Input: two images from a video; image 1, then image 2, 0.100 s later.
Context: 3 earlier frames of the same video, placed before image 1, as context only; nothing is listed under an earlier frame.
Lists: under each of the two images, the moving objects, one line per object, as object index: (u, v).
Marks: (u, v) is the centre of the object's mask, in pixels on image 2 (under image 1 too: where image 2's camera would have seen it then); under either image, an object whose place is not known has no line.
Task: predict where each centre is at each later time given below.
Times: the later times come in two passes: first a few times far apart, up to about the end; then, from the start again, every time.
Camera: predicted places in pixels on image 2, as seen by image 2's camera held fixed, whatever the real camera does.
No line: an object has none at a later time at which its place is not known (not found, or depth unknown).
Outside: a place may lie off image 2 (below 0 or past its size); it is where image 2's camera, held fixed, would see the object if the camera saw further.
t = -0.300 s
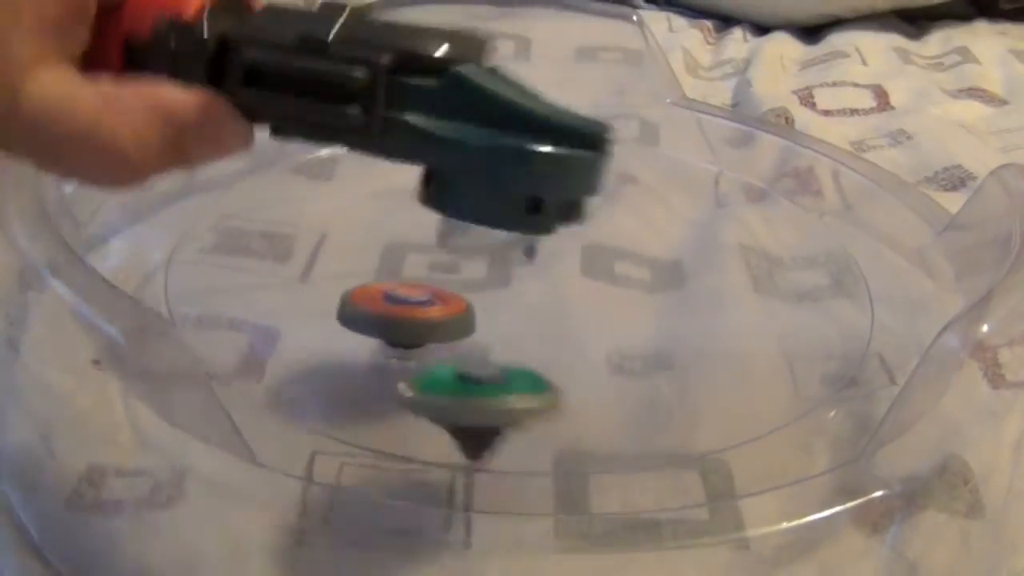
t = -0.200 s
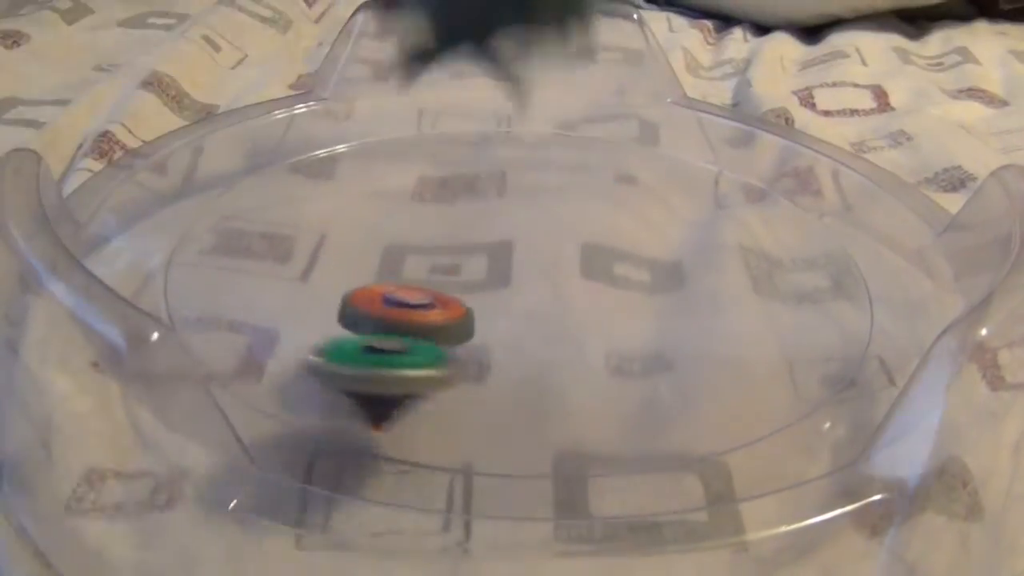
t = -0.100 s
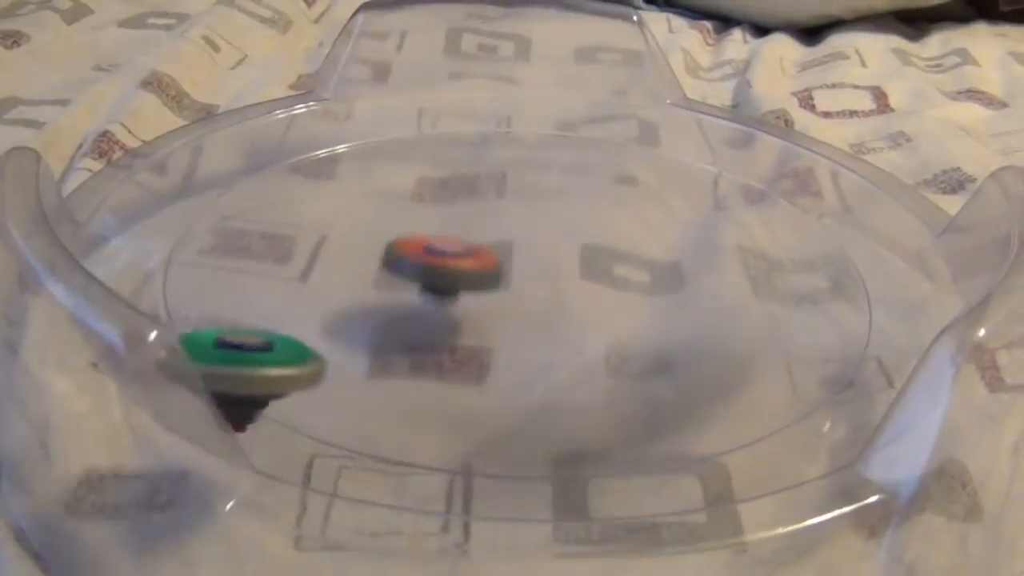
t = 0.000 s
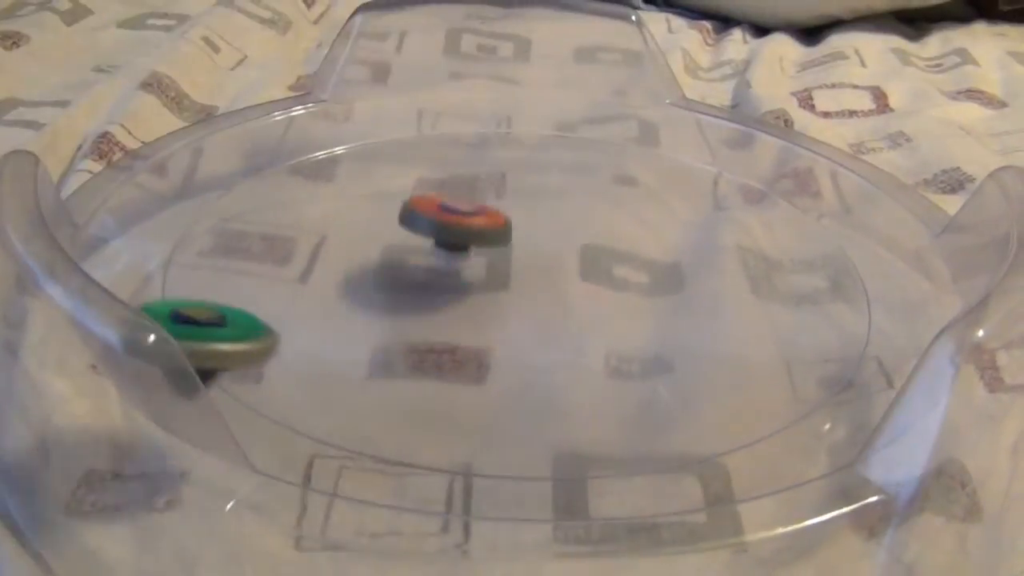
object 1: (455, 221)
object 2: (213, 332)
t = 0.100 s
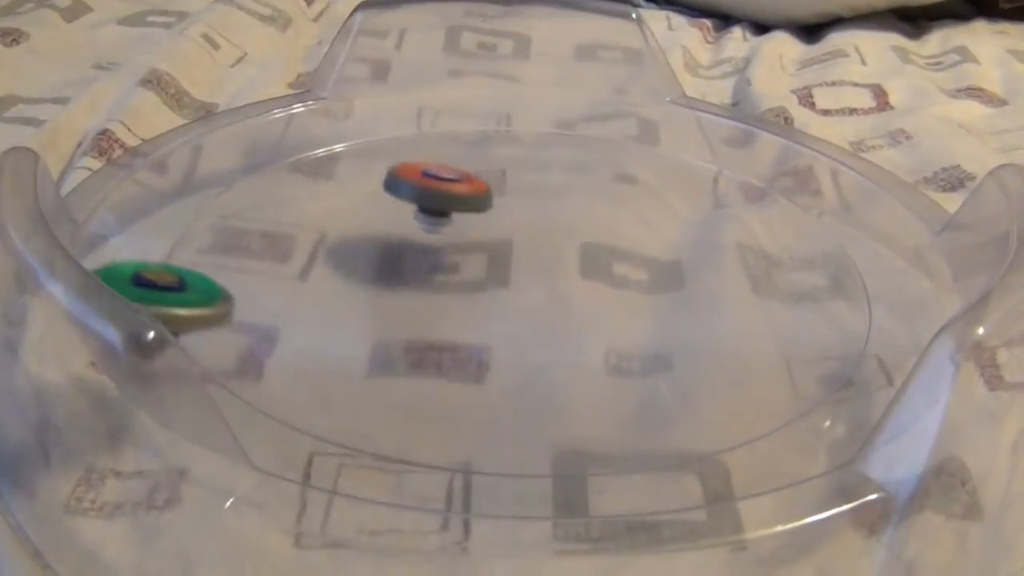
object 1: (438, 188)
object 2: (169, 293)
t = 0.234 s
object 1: (383, 179)
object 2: (142, 264)
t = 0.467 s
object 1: (273, 216)
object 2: (129, 237)
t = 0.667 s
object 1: (279, 249)
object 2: (141, 225)
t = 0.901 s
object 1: (342, 277)
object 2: (205, 241)
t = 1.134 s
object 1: (517, 279)
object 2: (268, 248)
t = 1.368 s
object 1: (524, 229)
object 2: (401, 240)
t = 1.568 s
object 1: (560, 211)
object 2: (393, 193)
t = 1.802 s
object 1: (545, 209)
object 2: (408, 184)
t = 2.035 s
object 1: (605, 228)
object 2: (390, 184)
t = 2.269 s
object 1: (622, 241)
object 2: (467, 232)
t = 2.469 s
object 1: (672, 242)
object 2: (517, 231)
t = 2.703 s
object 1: (665, 240)
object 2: (545, 221)
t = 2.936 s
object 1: (738, 273)
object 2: (446, 214)
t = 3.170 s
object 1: (711, 287)
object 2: (521, 298)
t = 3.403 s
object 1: (860, 217)
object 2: (230, 299)
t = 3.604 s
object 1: (570, 248)
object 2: (631, 408)
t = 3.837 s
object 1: (302, 317)
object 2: (777, 234)
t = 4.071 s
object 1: (382, 417)
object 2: (296, 156)
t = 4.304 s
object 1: (561, 428)
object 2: (244, 355)
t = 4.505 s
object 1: (914, 275)
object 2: (185, 284)
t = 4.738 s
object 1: (728, 301)
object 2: (136, 180)
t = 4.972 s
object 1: (240, 175)
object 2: (157, 210)
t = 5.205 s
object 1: (166, 216)
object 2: (279, 274)
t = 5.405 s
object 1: (281, 268)
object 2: (592, 298)
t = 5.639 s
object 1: (520, 298)
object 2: (584, 109)
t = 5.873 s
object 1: (566, 248)
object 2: (372, 110)
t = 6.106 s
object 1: (411, 201)
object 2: (358, 262)
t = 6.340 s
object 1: (248, 189)
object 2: (780, 303)
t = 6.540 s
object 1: (213, 194)
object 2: (773, 177)
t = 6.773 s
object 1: (268, 213)
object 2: (596, 183)
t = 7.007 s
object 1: (360, 237)
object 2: (473, 284)
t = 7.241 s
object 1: (422, 222)
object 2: (707, 378)
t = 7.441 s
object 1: (479, 213)
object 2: (790, 350)
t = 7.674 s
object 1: (535, 206)
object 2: (722, 317)
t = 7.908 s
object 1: (582, 211)
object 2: (593, 302)
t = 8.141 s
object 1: (604, 230)
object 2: (473, 305)
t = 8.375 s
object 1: (622, 251)
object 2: (418, 315)
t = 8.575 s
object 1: (636, 273)
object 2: (425, 316)
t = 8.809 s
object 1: (646, 306)
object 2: (431, 305)
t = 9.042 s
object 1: (634, 333)
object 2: (434, 286)
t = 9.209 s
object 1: (622, 344)
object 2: (442, 274)
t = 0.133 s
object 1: (427, 182)
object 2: (161, 285)
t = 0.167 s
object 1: (414, 179)
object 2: (153, 277)
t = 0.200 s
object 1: (399, 178)
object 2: (146, 270)
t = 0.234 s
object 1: (383, 179)
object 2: (142, 264)
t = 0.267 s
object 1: (364, 182)
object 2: (137, 257)
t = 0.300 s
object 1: (343, 187)
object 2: (135, 253)
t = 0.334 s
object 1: (322, 194)
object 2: (132, 249)
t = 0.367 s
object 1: (305, 200)
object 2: (130, 246)
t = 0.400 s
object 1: (291, 206)
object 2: (130, 242)
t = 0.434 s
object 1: (280, 210)
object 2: (129, 240)
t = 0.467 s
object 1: (273, 216)
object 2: (129, 237)
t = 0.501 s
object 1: (268, 221)
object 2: (129, 234)
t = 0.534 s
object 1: (265, 226)
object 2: (129, 232)
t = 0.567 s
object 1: (265, 231)
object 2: (130, 230)
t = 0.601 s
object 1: (268, 238)
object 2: (133, 228)
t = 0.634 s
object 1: (273, 243)
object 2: (136, 226)
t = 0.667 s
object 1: (279, 249)
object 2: (141, 225)
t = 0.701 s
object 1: (288, 255)
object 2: (146, 224)
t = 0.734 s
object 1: (297, 260)
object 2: (151, 223)
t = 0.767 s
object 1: (307, 265)
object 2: (157, 222)
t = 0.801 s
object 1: (316, 269)
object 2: (164, 222)
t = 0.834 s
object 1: (325, 273)
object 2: (172, 224)
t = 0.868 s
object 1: (334, 275)
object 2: (187, 234)
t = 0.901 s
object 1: (342, 277)
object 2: (205, 241)
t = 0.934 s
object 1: (365, 280)
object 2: (207, 242)
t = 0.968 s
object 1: (405, 287)
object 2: (206, 240)
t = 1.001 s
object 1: (437, 289)
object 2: (212, 239)
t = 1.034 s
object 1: (467, 290)
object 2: (223, 240)
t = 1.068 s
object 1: (488, 288)
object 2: (236, 241)
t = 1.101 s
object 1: (506, 285)
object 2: (251, 244)
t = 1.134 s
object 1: (517, 279)
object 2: (268, 248)
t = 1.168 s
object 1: (524, 273)
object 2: (288, 252)
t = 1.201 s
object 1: (527, 265)
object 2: (309, 255)
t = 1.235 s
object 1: (530, 258)
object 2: (331, 256)
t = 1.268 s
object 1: (530, 250)
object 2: (352, 256)
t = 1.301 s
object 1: (529, 242)
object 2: (371, 253)
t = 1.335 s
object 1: (527, 235)
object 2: (387, 248)
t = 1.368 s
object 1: (524, 229)
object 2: (401, 240)
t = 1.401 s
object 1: (524, 222)
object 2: (409, 232)
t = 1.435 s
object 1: (528, 217)
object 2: (412, 223)
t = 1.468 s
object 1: (536, 214)
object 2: (409, 212)
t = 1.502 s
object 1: (549, 212)
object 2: (401, 204)
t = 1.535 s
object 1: (556, 211)
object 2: (397, 198)
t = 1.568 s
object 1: (560, 211)
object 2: (393, 193)
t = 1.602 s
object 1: (561, 211)
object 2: (392, 191)
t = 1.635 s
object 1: (561, 211)
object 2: (393, 189)
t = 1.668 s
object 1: (559, 210)
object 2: (394, 187)
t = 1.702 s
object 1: (556, 210)
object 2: (397, 186)
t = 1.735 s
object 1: (552, 209)
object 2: (400, 185)
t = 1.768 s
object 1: (548, 209)
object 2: (404, 184)
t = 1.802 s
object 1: (545, 209)
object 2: (408, 184)
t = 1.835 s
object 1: (541, 208)
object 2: (413, 185)
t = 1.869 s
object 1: (538, 208)
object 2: (419, 186)
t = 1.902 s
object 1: (538, 209)
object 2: (423, 187)
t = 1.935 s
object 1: (561, 213)
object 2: (406, 181)
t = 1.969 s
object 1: (580, 219)
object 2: (395, 179)
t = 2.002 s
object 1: (595, 224)
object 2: (391, 180)
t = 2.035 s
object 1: (605, 228)
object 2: (390, 184)
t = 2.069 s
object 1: (612, 232)
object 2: (392, 190)
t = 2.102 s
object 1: (615, 235)
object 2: (398, 198)
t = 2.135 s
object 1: (618, 237)
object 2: (406, 206)
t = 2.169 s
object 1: (620, 239)
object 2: (418, 213)
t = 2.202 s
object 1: (621, 240)
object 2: (433, 221)
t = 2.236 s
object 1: (622, 241)
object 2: (450, 227)
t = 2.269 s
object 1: (622, 241)
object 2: (467, 232)
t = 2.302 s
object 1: (624, 242)
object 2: (486, 236)
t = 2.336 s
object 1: (626, 242)
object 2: (504, 238)
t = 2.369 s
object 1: (645, 243)
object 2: (503, 235)
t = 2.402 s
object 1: (659, 243)
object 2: (505, 234)
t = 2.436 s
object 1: (667, 243)
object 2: (510, 233)
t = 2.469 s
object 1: (672, 242)
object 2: (517, 231)
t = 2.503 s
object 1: (676, 241)
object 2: (525, 229)
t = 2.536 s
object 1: (677, 240)
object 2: (531, 228)
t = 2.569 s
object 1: (677, 240)
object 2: (535, 226)
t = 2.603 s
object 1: (675, 239)
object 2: (539, 225)
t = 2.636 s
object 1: (672, 239)
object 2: (542, 223)
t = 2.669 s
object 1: (669, 239)
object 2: (543, 222)
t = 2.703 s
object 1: (665, 240)
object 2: (545, 221)
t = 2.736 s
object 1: (661, 241)
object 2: (546, 220)
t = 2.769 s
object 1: (659, 243)
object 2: (546, 220)
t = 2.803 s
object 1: (687, 250)
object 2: (513, 208)
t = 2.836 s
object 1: (711, 259)
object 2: (487, 201)
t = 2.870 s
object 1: (726, 265)
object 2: (467, 200)
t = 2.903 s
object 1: (734, 270)
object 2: (455, 205)
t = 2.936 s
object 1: (738, 273)
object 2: (446, 214)
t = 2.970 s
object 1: (739, 276)
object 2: (442, 226)
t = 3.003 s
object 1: (737, 278)
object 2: (442, 239)
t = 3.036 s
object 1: (734, 280)
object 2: (447, 252)
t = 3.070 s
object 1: (730, 282)
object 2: (457, 266)
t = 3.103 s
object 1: (724, 283)
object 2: (473, 278)
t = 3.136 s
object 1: (718, 285)
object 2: (496, 290)
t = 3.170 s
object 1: (711, 287)
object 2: (521, 298)
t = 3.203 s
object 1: (704, 289)
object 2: (550, 304)
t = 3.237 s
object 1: (732, 281)
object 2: (535, 303)
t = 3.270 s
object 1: (840, 264)
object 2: (437, 299)
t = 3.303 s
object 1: (917, 228)
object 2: (357, 291)
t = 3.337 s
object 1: (904, 197)
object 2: (299, 284)
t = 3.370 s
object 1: (884, 194)
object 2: (257, 287)
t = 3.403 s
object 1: (860, 217)
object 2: (230, 299)
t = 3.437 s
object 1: (810, 229)
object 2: (231, 319)
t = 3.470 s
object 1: (759, 229)
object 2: (270, 346)
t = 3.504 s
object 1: (710, 233)
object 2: (330, 374)
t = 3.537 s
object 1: (660, 237)
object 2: (426, 400)
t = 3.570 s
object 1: (613, 242)
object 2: (531, 411)
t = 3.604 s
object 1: (570, 248)
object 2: (631, 408)
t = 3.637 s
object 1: (527, 253)
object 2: (716, 391)
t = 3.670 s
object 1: (487, 260)
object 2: (779, 368)
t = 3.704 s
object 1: (447, 269)
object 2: (820, 344)
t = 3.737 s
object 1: (407, 279)
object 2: (837, 317)
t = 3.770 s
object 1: (368, 291)
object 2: (835, 289)
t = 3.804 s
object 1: (334, 303)
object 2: (814, 262)
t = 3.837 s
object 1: (302, 317)
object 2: (777, 234)
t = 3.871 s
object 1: (278, 331)
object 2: (724, 209)
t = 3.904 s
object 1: (265, 346)
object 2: (662, 188)
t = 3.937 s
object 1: (275, 352)
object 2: (592, 171)
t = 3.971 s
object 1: (291, 372)
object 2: (519, 159)
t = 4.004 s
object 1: (317, 386)
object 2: (445, 155)
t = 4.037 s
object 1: (346, 402)
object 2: (373, 150)
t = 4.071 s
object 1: (382, 417)
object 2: (296, 156)
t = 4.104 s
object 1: (420, 433)
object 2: (229, 167)
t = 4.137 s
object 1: (453, 440)
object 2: (190, 186)
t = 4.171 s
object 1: (486, 441)
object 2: (156, 223)
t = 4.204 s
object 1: (512, 440)
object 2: (141, 253)
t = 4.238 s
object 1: (532, 437)
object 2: (175, 290)
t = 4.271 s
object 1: (549, 433)
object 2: (213, 326)
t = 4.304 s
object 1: (561, 428)
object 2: (244, 355)
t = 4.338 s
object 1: (569, 424)
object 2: (287, 379)
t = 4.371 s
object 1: (573, 419)
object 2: (349, 395)
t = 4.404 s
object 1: (633, 414)
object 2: (367, 393)
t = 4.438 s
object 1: (824, 393)
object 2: (256, 367)
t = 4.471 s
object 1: (877, 321)
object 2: (222, 319)
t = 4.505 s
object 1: (914, 275)
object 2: (185, 284)
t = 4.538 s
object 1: (937, 256)
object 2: (161, 254)
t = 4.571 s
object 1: (939, 256)
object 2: (152, 228)
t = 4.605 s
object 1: (925, 281)
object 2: (146, 207)
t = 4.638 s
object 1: (884, 303)
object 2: (145, 194)
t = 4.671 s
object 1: (834, 314)
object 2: (143, 183)
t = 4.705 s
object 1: (784, 308)
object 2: (140, 182)
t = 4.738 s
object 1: (728, 301)
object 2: (136, 180)
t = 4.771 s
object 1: (663, 289)
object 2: (133, 182)
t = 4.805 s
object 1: (597, 276)
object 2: (129, 184)
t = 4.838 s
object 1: (520, 260)
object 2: (129, 188)
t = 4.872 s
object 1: (449, 242)
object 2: (133, 193)
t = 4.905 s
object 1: (372, 221)
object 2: (141, 199)
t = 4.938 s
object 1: (304, 197)
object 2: (148, 204)
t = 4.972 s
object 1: (240, 175)
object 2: (157, 210)
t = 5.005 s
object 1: (184, 152)
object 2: (167, 218)
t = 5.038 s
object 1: (139, 144)
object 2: (179, 223)
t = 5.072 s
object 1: (120, 155)
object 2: (196, 241)
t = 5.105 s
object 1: (127, 170)
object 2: (214, 249)
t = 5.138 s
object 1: (138, 182)
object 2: (232, 257)
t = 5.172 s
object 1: (151, 199)
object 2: (254, 266)
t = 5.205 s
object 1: (166, 216)
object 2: (279, 274)
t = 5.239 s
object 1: (177, 221)
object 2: (322, 290)
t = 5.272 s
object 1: (184, 235)
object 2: (376, 308)
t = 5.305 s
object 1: (204, 242)
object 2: (436, 318)
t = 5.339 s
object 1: (226, 249)
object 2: (494, 321)
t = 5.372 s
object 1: (252, 258)
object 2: (547, 314)
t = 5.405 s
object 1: (281, 268)
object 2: (592, 298)
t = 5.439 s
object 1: (316, 279)
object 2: (627, 275)
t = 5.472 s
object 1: (352, 288)
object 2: (648, 247)
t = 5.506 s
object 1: (389, 294)
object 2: (657, 217)
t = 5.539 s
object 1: (426, 298)
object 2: (652, 186)
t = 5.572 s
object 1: (461, 300)
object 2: (636, 157)
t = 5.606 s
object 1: (492, 300)
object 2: (612, 131)
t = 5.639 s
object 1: (520, 298)
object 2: (584, 109)
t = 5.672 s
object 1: (544, 294)
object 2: (546, 94)
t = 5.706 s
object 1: (562, 288)
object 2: (505, 92)
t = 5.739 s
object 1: (573, 281)
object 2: (469, 90)
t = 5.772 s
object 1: (580, 273)
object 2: (439, 90)
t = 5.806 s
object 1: (581, 265)
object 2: (413, 93)
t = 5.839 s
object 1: (576, 257)
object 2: (394, 98)
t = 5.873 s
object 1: (566, 248)
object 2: (372, 110)
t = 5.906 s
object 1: (552, 241)
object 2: (354, 124)
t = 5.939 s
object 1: (534, 233)
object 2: (340, 138)
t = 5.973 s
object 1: (513, 226)
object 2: (332, 154)
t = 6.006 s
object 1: (489, 219)
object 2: (328, 174)
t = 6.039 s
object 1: (463, 212)
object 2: (327, 200)
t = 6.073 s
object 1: (438, 206)
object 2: (336, 231)
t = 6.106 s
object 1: (411, 201)
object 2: (358, 262)
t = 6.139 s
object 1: (385, 196)
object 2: (393, 291)
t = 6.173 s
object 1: (358, 192)
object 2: (447, 316)
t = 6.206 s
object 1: (333, 190)
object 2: (510, 334)
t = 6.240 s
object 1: (309, 187)
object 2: (583, 342)
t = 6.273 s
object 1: (287, 187)
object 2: (655, 338)
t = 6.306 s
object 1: (267, 188)
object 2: (724, 324)
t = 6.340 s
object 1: (248, 189)
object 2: (780, 303)
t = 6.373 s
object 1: (231, 190)
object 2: (821, 278)
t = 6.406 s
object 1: (220, 191)
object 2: (850, 252)
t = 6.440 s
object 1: (214, 191)
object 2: (852, 224)
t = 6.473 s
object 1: (212, 192)
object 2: (825, 206)
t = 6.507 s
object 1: (212, 193)
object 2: (799, 190)
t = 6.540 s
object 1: (213, 194)
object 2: (773, 177)
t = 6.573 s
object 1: (217, 195)
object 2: (747, 169)
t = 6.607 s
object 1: (222, 197)
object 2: (724, 166)
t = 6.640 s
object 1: (228, 200)
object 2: (702, 165)
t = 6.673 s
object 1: (236, 203)
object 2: (677, 167)
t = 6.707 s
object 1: (246, 206)
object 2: (650, 170)
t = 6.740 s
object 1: (256, 209)
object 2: (623, 175)
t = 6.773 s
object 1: (268, 213)
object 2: (596, 183)
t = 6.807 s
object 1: (280, 216)
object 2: (572, 192)
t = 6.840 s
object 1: (294, 220)
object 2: (549, 202)
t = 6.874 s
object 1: (309, 224)
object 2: (528, 214)
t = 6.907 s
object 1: (323, 229)
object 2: (508, 229)
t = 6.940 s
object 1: (337, 233)
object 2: (491, 245)
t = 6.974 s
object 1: (351, 236)
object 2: (477, 263)
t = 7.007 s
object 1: (360, 237)
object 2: (473, 284)
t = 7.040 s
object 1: (367, 236)
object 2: (481, 308)
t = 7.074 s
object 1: (374, 233)
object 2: (497, 330)
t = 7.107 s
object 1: (382, 231)
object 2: (524, 349)
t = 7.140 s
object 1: (392, 229)
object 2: (563, 364)
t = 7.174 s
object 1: (402, 226)
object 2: (610, 374)
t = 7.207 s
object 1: (412, 224)
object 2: (660, 378)
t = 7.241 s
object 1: (422, 222)
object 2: (707, 378)
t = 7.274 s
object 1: (431, 220)
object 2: (742, 376)
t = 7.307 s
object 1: (441, 219)
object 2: (765, 371)
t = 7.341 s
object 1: (450, 217)
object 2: (779, 366)
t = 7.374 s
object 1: (460, 215)
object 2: (787, 361)
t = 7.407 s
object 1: (469, 213)
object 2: (790, 355)
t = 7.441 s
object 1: (479, 213)
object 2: (790, 350)
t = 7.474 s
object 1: (487, 212)
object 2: (788, 345)
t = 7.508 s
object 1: (497, 211)
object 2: (783, 340)
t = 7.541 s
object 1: (505, 209)
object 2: (775, 335)
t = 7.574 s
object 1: (514, 209)
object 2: (765, 331)
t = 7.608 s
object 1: (521, 208)
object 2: (753, 326)
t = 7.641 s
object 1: (528, 207)
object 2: (738, 322)
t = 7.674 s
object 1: (535, 206)
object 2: (722, 317)
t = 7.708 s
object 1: (541, 205)
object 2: (705, 314)
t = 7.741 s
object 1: (548, 205)
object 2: (687, 310)
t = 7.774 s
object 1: (554, 205)
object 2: (668, 307)
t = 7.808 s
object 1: (561, 205)
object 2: (649, 304)
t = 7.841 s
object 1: (568, 207)
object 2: (630, 303)
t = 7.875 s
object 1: (575, 209)
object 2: (611, 302)
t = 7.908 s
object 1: (582, 211)
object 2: (593, 302)
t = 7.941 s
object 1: (588, 214)
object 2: (575, 301)
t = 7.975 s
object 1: (594, 217)
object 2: (555, 301)
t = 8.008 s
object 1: (597, 220)
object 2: (537, 301)
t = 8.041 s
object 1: (598, 222)
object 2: (518, 302)
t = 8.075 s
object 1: (600, 225)
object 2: (502, 303)
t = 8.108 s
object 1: (603, 228)
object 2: (487, 304)
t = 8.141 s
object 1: (604, 230)
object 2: (473, 305)
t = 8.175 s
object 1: (605, 233)
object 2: (460, 306)
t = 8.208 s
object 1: (607, 236)
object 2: (451, 307)
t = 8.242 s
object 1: (610, 238)
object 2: (442, 308)
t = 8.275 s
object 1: (614, 242)
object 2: (434, 309)
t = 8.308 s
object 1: (617, 245)
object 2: (426, 312)
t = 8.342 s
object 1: (620, 248)
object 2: (422, 314)
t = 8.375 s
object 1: (622, 251)
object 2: (418, 315)
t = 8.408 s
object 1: (623, 254)
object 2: (416, 318)
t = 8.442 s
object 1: (625, 257)
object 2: (416, 319)
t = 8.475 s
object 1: (627, 260)
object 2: (417, 317)
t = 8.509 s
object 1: (630, 263)
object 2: (419, 317)
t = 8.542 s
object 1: (633, 268)
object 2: (422, 317)
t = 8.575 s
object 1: (636, 273)
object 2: (425, 316)
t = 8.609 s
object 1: (639, 278)
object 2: (427, 314)
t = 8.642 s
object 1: (642, 282)
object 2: (429, 312)
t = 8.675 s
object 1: (644, 287)
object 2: (429, 310)
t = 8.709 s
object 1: (646, 292)
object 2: (430, 309)
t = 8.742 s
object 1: (646, 297)
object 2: (429, 307)
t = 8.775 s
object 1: (646, 301)
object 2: (430, 306)
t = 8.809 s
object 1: (646, 306)
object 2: (431, 305)
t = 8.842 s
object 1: (645, 311)
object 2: (434, 303)
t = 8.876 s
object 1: (644, 315)
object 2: (436, 301)
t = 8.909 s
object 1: (644, 319)
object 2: (438, 298)
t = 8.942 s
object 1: (643, 323)
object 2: (438, 294)
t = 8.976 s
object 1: (641, 326)
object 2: (437, 291)
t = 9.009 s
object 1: (638, 330)
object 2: (435, 289)
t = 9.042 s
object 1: (634, 333)
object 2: (434, 286)
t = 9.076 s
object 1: (631, 336)
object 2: (435, 284)
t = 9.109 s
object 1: (628, 339)
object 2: (437, 282)
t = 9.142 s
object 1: (626, 341)
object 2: (439, 280)
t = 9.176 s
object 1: (624, 343)
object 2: (442, 277)
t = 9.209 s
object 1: (622, 344)
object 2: (442, 274)
